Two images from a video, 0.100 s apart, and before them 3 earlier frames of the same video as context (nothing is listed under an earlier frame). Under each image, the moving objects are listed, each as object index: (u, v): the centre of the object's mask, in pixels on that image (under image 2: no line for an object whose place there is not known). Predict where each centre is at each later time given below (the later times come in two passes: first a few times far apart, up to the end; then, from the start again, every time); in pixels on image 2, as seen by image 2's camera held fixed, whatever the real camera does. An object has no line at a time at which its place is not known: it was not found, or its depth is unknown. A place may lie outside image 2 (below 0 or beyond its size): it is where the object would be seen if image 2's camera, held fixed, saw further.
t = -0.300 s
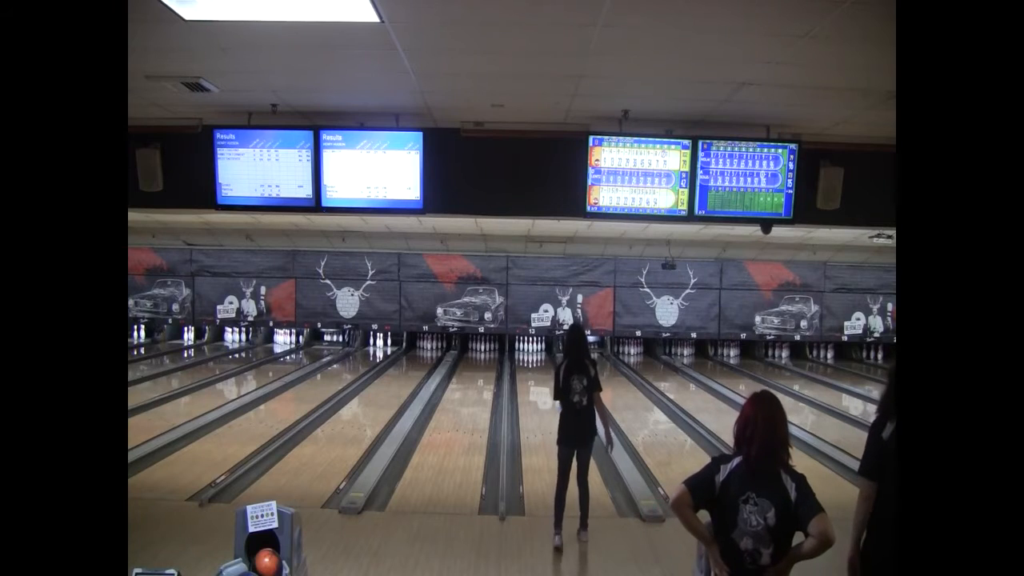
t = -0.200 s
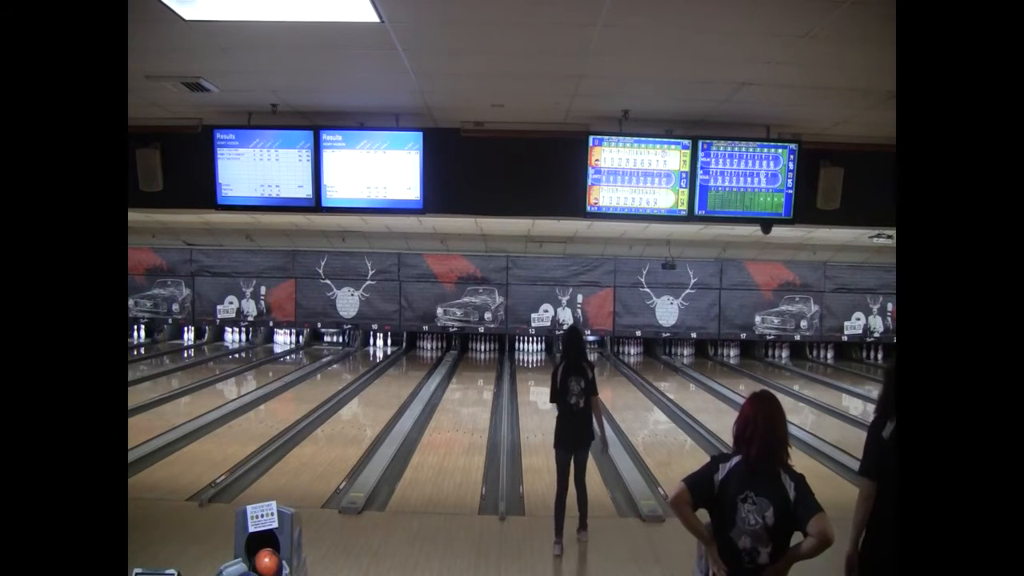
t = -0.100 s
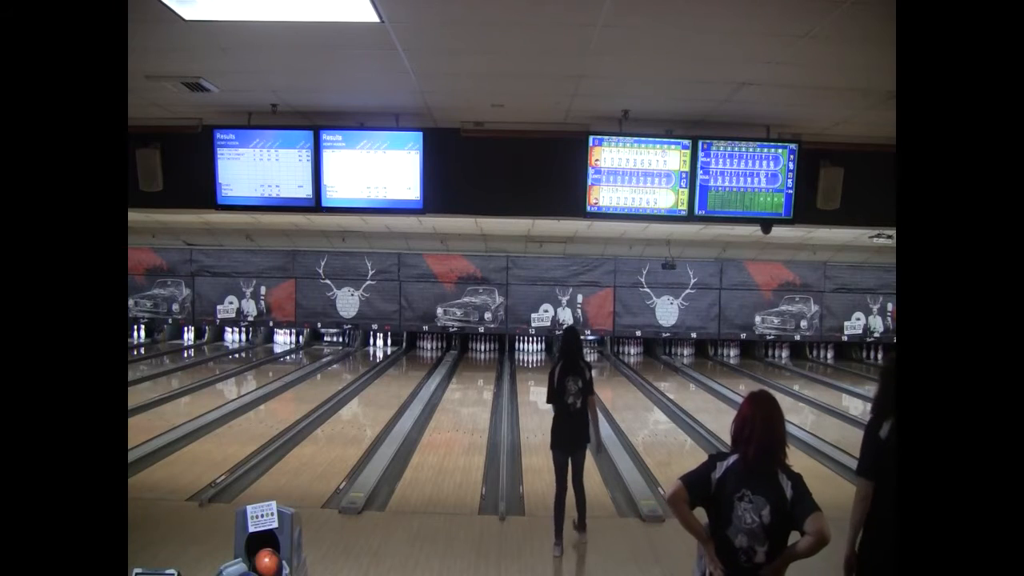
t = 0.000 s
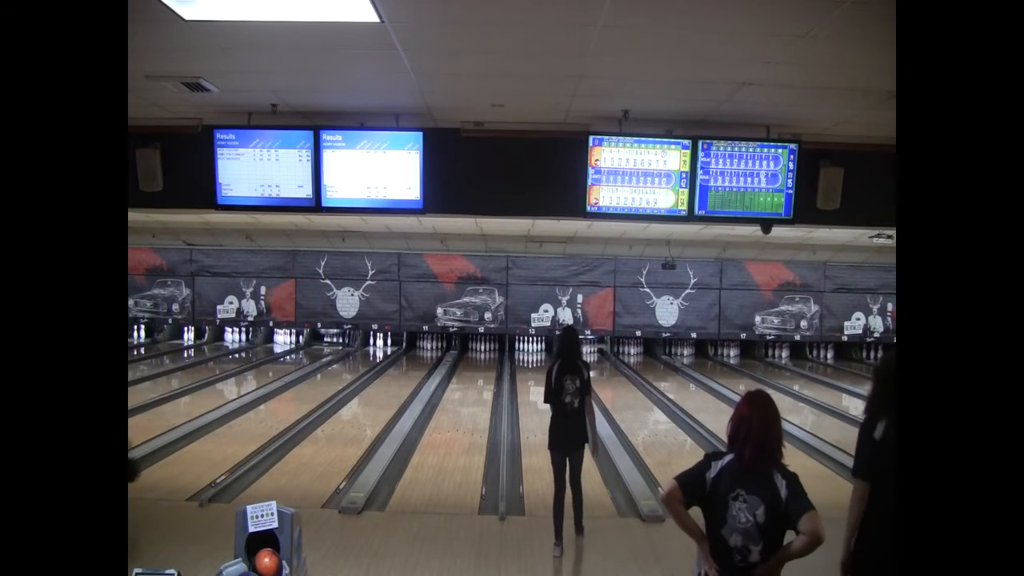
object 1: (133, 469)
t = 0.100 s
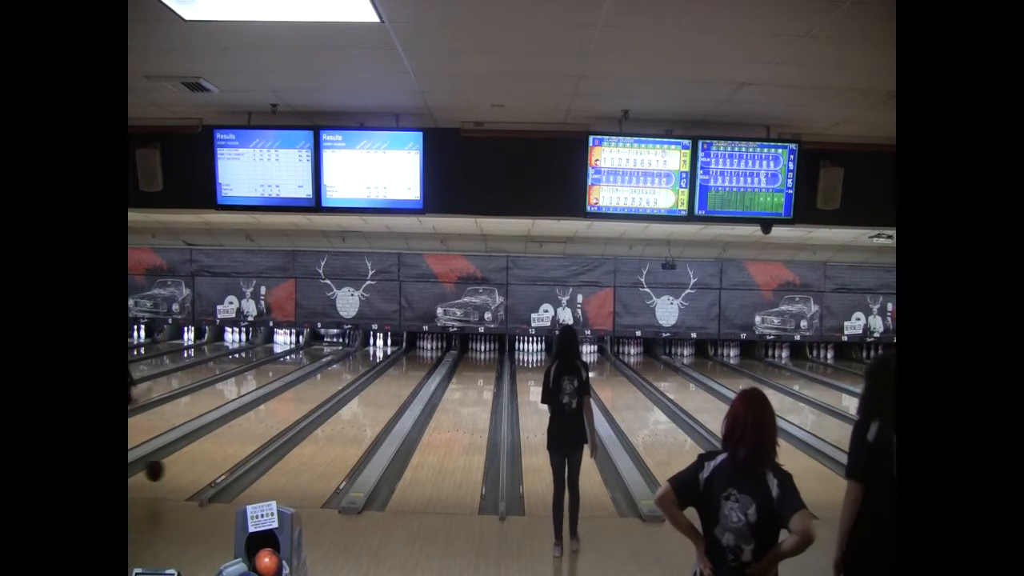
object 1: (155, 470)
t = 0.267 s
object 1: (189, 460)
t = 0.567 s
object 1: (235, 429)
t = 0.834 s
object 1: (266, 410)
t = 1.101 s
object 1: (290, 395)
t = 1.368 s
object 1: (308, 383)
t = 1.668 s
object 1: (325, 372)
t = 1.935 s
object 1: (339, 364)
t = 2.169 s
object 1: (349, 358)
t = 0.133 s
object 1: (162, 472)
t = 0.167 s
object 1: (170, 472)
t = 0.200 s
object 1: (177, 468)
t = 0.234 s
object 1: (183, 464)
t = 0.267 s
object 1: (189, 460)
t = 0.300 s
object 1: (195, 457)
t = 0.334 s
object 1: (201, 452)
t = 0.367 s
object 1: (207, 449)
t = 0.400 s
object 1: (212, 445)
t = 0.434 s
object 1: (217, 442)
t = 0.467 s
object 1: (222, 438)
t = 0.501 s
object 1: (226, 435)
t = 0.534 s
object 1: (231, 432)
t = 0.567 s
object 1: (235, 429)
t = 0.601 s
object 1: (240, 427)
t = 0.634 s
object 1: (244, 424)
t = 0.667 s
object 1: (248, 421)
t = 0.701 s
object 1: (252, 419)
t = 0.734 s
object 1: (256, 417)
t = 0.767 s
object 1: (259, 415)
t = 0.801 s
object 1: (263, 412)
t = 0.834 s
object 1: (266, 410)
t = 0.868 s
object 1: (269, 408)
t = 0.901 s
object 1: (272, 406)
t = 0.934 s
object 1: (275, 404)
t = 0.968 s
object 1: (278, 402)
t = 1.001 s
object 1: (281, 400)
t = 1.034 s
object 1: (284, 398)
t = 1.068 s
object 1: (287, 396)
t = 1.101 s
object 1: (290, 395)
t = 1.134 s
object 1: (292, 393)
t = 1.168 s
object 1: (295, 392)
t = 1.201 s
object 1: (297, 390)
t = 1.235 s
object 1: (299, 389)
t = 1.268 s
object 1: (302, 388)
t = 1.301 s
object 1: (304, 386)
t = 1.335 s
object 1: (306, 384)
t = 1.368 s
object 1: (308, 383)
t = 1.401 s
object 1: (311, 382)
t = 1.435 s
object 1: (313, 381)
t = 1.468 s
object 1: (315, 379)
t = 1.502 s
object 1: (316, 378)
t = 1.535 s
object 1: (318, 377)
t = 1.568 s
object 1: (320, 376)
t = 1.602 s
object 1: (322, 374)
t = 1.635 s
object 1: (324, 373)
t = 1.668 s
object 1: (325, 372)
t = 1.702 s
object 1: (327, 370)
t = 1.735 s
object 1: (329, 370)
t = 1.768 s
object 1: (331, 369)
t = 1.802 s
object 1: (332, 368)
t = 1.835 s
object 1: (334, 367)
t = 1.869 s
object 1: (335, 366)
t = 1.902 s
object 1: (337, 365)
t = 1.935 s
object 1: (339, 364)
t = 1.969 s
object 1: (340, 363)
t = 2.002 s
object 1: (341, 363)
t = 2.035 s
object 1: (342, 362)
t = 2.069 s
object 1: (343, 361)
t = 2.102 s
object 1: (345, 360)
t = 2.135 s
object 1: (346, 360)
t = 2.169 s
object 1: (349, 358)
